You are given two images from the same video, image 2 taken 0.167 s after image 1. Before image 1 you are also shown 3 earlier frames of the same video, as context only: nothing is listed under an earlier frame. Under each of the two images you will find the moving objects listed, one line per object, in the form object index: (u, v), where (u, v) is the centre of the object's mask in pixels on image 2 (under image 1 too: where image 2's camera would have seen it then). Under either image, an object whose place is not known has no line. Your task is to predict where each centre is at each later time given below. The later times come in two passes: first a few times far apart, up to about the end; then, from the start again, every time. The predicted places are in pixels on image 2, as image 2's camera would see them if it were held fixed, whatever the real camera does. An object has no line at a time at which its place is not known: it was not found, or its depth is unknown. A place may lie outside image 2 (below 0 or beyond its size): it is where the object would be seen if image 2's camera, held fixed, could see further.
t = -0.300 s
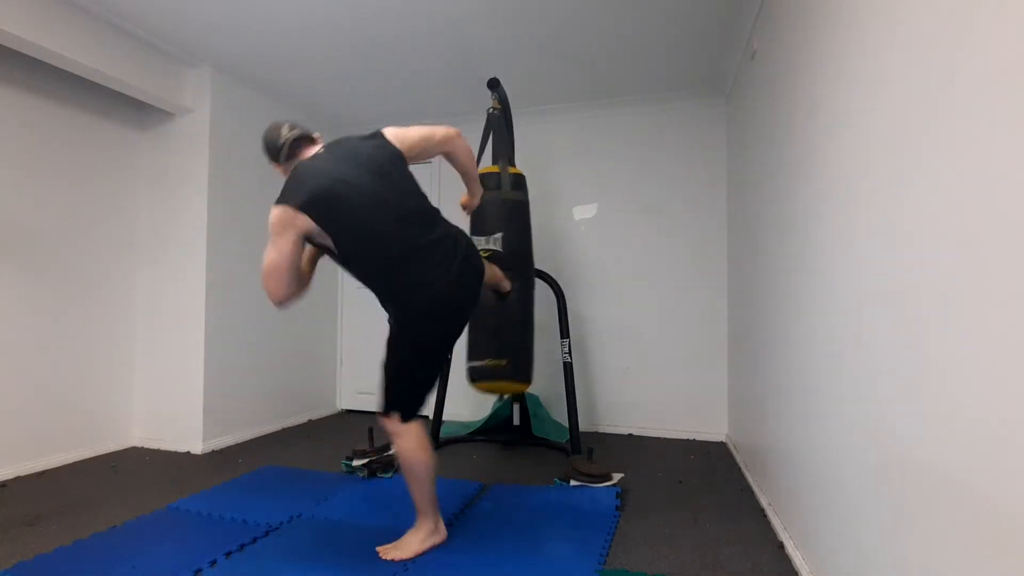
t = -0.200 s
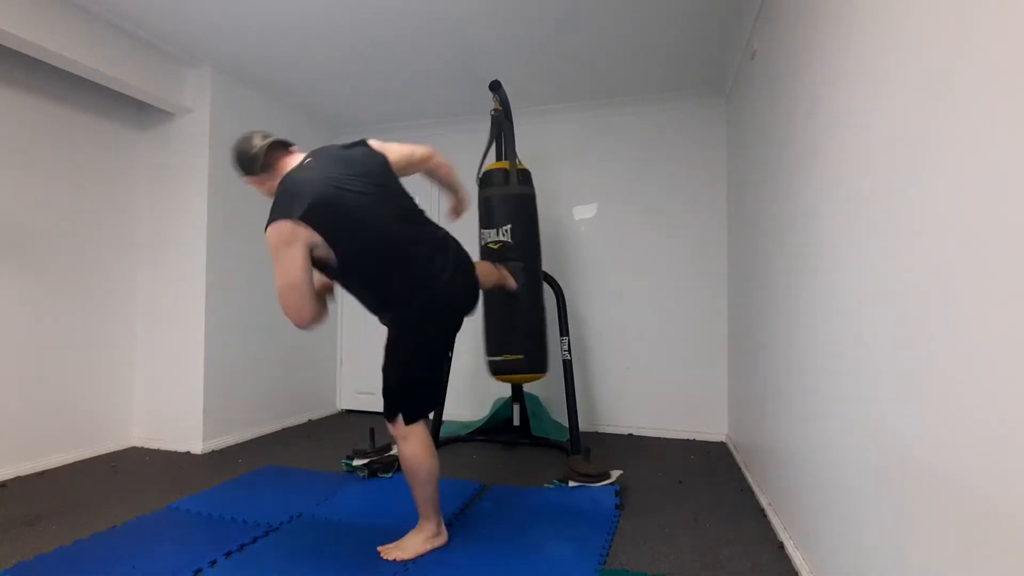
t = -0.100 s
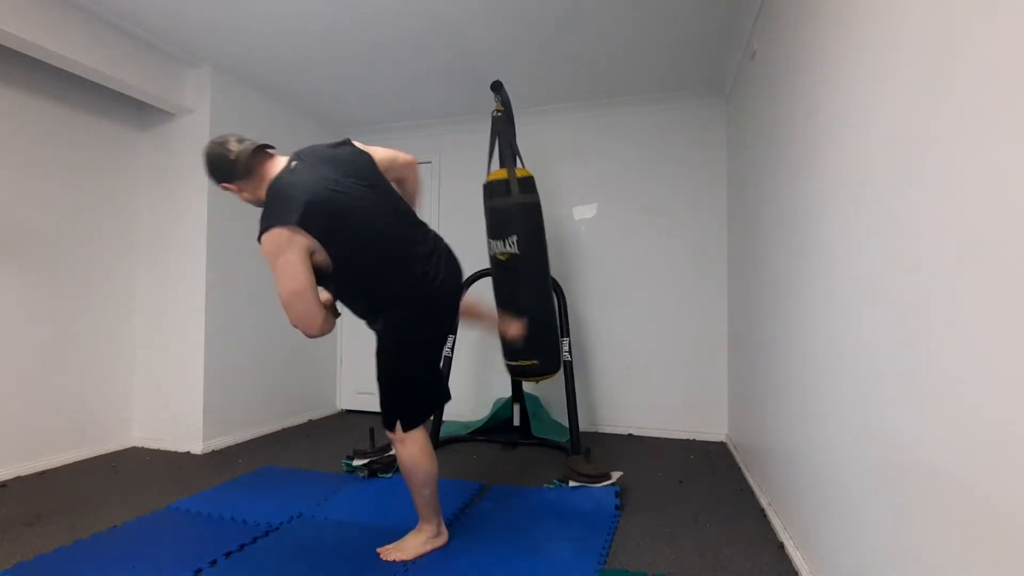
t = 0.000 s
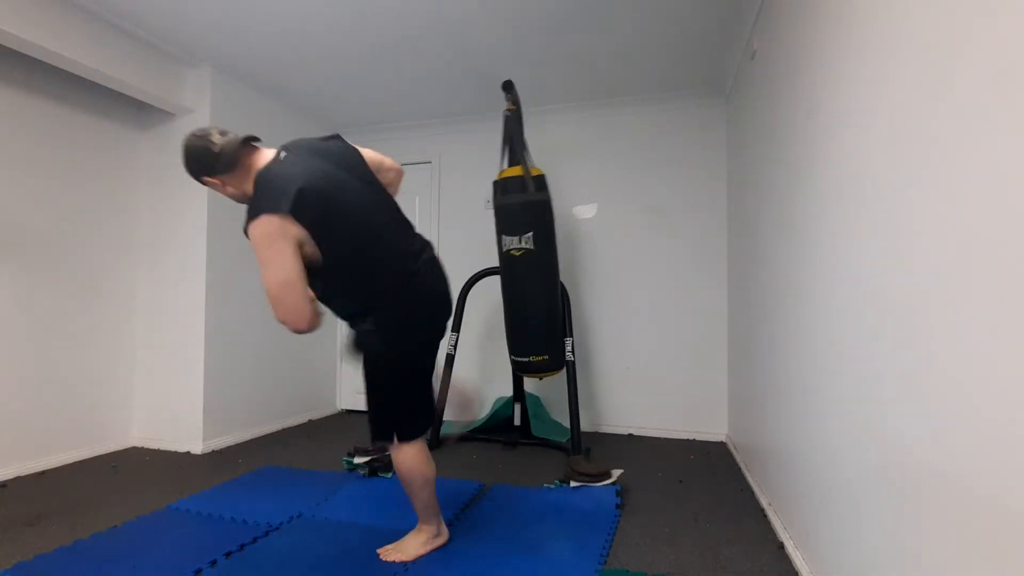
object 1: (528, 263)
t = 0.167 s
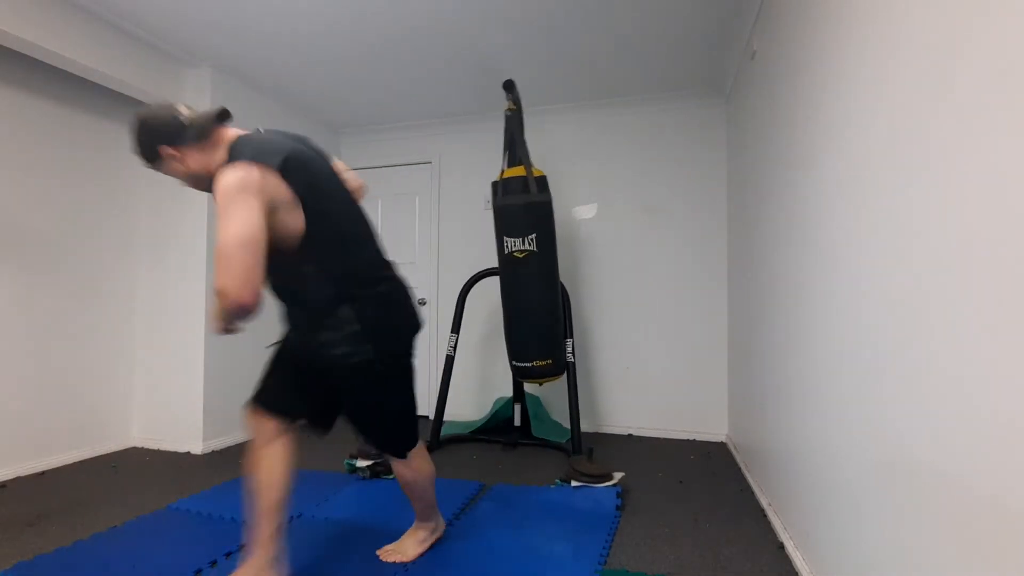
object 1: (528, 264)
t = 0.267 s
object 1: (519, 266)
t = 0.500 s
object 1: (499, 269)
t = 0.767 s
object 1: (471, 277)
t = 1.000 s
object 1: (456, 269)
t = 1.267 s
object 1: (459, 274)
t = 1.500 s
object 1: (479, 276)
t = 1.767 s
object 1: (506, 273)
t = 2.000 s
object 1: (523, 267)
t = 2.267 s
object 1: (522, 267)
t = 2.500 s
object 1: (509, 265)
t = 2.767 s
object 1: (489, 268)
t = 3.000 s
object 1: (473, 269)
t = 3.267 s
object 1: (463, 277)
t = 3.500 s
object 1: (471, 276)
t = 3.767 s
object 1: (491, 279)
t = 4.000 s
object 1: (510, 281)
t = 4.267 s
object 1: (520, 270)
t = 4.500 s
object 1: (519, 270)
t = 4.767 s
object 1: (508, 280)
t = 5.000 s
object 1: (492, 274)
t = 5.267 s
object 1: (474, 274)
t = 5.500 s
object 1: (466, 283)
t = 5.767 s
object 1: (473, 281)
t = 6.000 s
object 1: (489, 281)
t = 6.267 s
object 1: (508, 276)
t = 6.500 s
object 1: (517, 267)
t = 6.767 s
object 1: (516, 271)
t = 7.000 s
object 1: (507, 271)
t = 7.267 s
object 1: (491, 271)
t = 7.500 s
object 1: (478, 274)
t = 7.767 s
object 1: (470, 280)
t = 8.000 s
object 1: (475, 281)
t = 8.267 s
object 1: (491, 279)
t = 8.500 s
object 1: (506, 274)
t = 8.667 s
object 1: (513, 269)
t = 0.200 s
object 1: (525, 266)
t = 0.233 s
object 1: (522, 265)
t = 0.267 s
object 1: (519, 266)
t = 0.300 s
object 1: (516, 266)
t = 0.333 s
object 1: (514, 266)
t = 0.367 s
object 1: (512, 267)
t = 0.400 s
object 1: (509, 269)
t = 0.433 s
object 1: (505, 269)
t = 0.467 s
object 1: (502, 269)
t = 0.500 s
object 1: (499, 269)
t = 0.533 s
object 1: (495, 269)
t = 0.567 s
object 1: (492, 276)
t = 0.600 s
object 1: (488, 280)
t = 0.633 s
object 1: (485, 281)
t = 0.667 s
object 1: (482, 277)
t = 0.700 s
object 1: (478, 271)
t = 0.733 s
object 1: (474, 276)
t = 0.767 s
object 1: (471, 277)
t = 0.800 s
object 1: (468, 275)
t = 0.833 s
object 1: (464, 282)
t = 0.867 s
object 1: (462, 275)
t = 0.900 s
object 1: (461, 270)
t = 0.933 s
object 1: (459, 270)
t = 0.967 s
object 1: (457, 269)
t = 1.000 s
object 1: (456, 269)
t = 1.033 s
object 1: (454, 277)
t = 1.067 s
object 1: (455, 269)
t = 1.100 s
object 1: (455, 269)
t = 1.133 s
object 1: (455, 269)
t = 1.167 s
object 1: (456, 269)
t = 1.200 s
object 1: (456, 273)
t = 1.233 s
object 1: (457, 274)
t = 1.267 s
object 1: (459, 274)
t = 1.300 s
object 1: (462, 271)
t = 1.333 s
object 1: (464, 272)
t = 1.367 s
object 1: (466, 272)
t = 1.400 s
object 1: (469, 273)
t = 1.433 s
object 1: (472, 276)
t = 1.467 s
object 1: (475, 276)
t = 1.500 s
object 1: (479, 276)
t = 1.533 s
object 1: (482, 276)
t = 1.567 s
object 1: (485, 280)
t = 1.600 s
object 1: (489, 278)
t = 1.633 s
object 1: (493, 283)
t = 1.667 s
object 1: (496, 283)
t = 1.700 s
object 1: (500, 283)
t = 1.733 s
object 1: (503, 277)
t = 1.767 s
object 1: (506, 273)
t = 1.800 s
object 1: (509, 270)
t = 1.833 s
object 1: (512, 272)
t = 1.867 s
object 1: (515, 272)
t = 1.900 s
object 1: (517, 271)
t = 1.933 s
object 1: (519, 268)
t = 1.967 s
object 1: (521, 267)
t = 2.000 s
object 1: (523, 267)
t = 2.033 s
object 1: (524, 266)
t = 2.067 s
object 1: (525, 264)
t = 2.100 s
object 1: (525, 263)
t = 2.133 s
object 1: (525, 263)
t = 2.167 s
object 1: (524, 263)
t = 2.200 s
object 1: (523, 262)
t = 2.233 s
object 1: (522, 262)
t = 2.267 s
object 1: (522, 267)
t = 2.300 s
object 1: (520, 263)
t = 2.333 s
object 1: (519, 267)
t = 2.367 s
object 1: (517, 267)
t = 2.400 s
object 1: (515, 263)
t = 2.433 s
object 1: (513, 263)
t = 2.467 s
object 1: (511, 263)
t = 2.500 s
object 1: (509, 265)
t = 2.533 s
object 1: (507, 264)
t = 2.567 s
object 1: (504, 265)
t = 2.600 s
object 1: (502, 265)
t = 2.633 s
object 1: (500, 266)
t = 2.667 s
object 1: (497, 268)
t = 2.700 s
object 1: (494, 268)
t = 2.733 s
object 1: (492, 267)
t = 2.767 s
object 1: (489, 268)
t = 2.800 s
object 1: (487, 268)
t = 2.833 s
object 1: (484, 273)
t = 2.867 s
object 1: (482, 270)
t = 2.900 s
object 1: (480, 270)
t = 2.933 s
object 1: (477, 269)
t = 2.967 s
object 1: (475, 269)
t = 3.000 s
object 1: (473, 269)
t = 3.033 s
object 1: (471, 270)
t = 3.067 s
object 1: (469, 270)
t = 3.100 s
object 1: (467, 274)
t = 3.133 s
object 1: (466, 274)
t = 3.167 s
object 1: (465, 273)
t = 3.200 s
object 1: (464, 276)
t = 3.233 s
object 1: (463, 278)
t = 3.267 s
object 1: (463, 277)
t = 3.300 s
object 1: (464, 275)
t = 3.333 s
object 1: (464, 275)
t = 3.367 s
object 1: (464, 281)
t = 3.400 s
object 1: (466, 275)
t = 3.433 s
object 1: (467, 278)
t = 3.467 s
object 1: (469, 275)
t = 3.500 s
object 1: (471, 276)
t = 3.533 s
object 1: (473, 277)
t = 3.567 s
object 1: (475, 279)
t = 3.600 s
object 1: (478, 276)
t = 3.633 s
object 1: (480, 284)
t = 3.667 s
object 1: (482, 284)
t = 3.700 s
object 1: (486, 283)
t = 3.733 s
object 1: (489, 276)
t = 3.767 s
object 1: (491, 279)
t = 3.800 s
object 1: (494, 284)
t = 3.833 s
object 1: (497, 278)
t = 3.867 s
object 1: (499, 274)
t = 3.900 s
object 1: (502, 277)
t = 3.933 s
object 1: (505, 277)
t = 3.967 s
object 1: (507, 277)
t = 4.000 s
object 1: (510, 281)
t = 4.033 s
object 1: (512, 280)
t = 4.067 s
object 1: (514, 281)
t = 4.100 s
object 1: (515, 281)
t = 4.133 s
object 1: (516, 273)
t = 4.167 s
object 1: (517, 272)
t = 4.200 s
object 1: (518, 272)
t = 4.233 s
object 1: (519, 269)
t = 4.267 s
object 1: (520, 270)
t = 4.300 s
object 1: (520, 268)
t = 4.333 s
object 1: (521, 271)
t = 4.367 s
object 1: (521, 271)
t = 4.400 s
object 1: (521, 271)
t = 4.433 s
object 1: (520, 270)
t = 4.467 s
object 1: (520, 270)
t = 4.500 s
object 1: (519, 270)
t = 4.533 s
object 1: (518, 270)
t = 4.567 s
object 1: (517, 270)
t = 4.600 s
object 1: (516, 271)
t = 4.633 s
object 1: (515, 272)
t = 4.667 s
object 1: (513, 273)
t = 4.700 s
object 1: (512, 279)
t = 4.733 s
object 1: (510, 272)
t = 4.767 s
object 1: (508, 280)
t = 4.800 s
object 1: (506, 270)
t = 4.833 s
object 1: (504, 272)
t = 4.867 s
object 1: (501, 270)
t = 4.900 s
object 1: (499, 271)
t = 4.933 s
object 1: (497, 271)
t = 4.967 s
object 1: (494, 274)
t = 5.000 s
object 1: (492, 274)
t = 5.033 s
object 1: (489, 275)
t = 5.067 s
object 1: (487, 273)
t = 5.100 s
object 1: (485, 273)
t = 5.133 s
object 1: (483, 274)
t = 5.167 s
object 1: (480, 276)
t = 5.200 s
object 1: (478, 277)
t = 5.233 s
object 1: (476, 274)
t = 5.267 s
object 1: (474, 274)
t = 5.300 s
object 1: (473, 274)
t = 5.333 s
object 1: (470, 282)
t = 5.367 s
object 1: (470, 276)
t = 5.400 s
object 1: (469, 279)
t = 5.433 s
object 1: (468, 277)
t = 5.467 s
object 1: (467, 278)
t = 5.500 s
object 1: (466, 283)
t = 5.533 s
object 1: (467, 278)
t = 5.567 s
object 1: (466, 283)
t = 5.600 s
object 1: (467, 278)
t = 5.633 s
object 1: (468, 278)
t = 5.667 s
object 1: (469, 279)
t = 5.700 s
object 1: (470, 278)
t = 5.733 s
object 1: (472, 278)
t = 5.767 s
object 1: (473, 281)
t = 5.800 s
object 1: (475, 282)
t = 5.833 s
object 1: (477, 282)
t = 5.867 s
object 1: (480, 277)
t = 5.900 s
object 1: (482, 280)
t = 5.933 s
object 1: (484, 280)
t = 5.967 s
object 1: (487, 280)
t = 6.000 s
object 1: (489, 281)
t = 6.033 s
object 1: (492, 283)
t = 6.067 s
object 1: (495, 280)
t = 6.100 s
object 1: (497, 273)
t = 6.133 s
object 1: (499, 273)
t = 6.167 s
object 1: (502, 273)
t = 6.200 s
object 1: (504, 272)
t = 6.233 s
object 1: (506, 276)
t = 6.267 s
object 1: (508, 276)
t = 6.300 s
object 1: (510, 276)
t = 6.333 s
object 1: (512, 273)
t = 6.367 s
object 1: (513, 272)
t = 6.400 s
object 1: (514, 269)
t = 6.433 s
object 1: (515, 268)
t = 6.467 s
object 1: (517, 274)
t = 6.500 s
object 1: (517, 267)
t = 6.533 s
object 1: (517, 268)
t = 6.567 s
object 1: (518, 268)
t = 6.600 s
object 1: (518, 270)
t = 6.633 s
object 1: (518, 269)
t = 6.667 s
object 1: (518, 271)
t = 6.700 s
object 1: (518, 271)
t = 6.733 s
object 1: (517, 268)
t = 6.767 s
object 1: (516, 271)
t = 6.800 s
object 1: (516, 271)
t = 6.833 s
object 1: (514, 268)
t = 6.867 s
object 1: (513, 268)
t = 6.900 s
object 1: (512, 271)
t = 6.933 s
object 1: (510, 271)
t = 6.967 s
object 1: (509, 271)
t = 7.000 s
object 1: (507, 271)
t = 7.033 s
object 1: (505, 269)
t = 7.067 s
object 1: (503, 270)
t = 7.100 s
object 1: (502, 272)
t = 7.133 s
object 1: (500, 273)
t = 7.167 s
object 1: (497, 271)
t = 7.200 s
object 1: (495, 271)
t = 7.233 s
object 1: (493, 272)
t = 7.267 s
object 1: (491, 271)
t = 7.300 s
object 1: (489, 272)
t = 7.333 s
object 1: (487, 274)
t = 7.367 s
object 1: (485, 274)
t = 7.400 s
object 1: (483, 284)
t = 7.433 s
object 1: (481, 284)
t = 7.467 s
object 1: (480, 274)
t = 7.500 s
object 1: (478, 274)
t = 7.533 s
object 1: (476, 278)
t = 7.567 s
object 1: (475, 278)
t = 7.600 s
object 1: (474, 276)
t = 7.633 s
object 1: (472, 279)
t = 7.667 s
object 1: (471, 281)
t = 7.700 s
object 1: (471, 278)
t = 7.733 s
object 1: (471, 278)
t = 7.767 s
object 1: (470, 280)
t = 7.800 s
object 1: (470, 284)
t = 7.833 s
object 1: (470, 281)
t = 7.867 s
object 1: (471, 281)
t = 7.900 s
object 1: (472, 281)
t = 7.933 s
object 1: (473, 281)
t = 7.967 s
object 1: (474, 281)
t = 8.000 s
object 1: (475, 281)
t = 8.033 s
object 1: (477, 281)
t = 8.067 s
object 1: (478, 283)
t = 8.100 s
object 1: (480, 283)
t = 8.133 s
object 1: (482, 284)
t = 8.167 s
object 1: (484, 284)
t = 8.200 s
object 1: (487, 279)
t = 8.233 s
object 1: (489, 282)
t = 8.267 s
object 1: (491, 279)
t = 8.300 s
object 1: (493, 275)
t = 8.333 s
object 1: (496, 279)
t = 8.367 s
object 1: (498, 273)
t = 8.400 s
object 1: (500, 273)
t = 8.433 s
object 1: (502, 273)
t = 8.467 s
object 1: (504, 273)
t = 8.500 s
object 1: (506, 274)
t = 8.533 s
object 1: (508, 276)
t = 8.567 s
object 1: (509, 275)
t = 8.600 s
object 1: (511, 275)
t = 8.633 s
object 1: (512, 275)
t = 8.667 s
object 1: (513, 269)
